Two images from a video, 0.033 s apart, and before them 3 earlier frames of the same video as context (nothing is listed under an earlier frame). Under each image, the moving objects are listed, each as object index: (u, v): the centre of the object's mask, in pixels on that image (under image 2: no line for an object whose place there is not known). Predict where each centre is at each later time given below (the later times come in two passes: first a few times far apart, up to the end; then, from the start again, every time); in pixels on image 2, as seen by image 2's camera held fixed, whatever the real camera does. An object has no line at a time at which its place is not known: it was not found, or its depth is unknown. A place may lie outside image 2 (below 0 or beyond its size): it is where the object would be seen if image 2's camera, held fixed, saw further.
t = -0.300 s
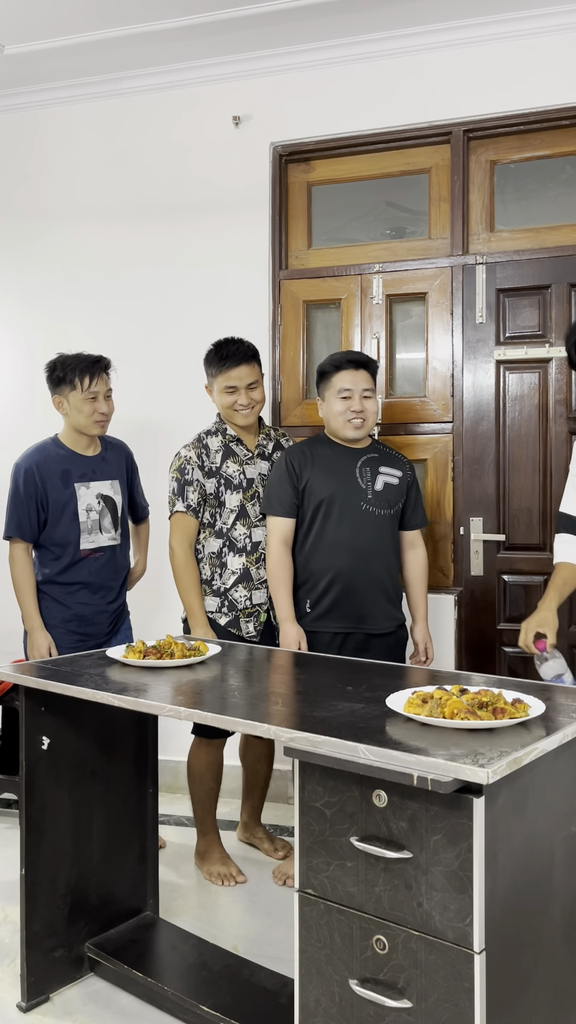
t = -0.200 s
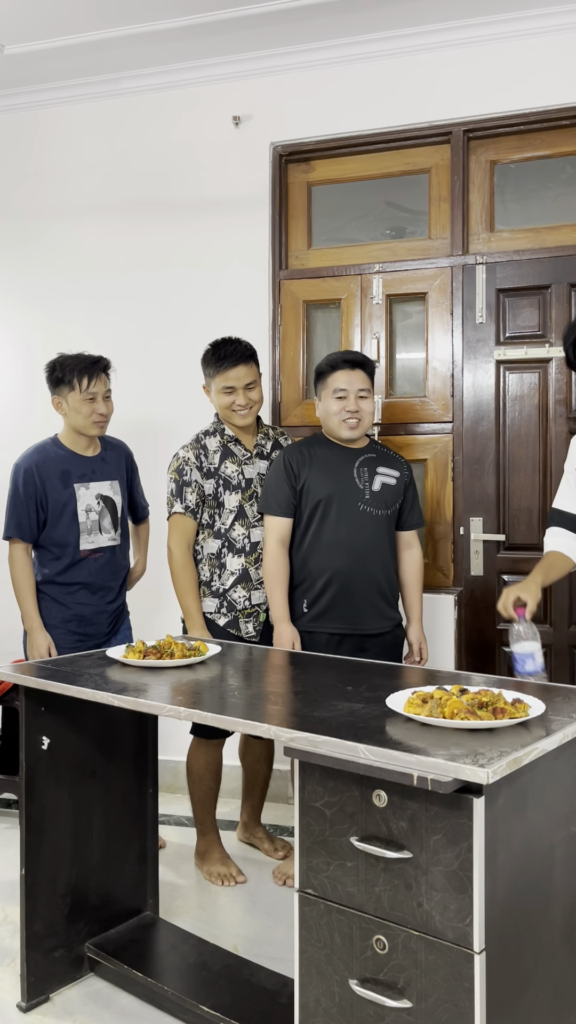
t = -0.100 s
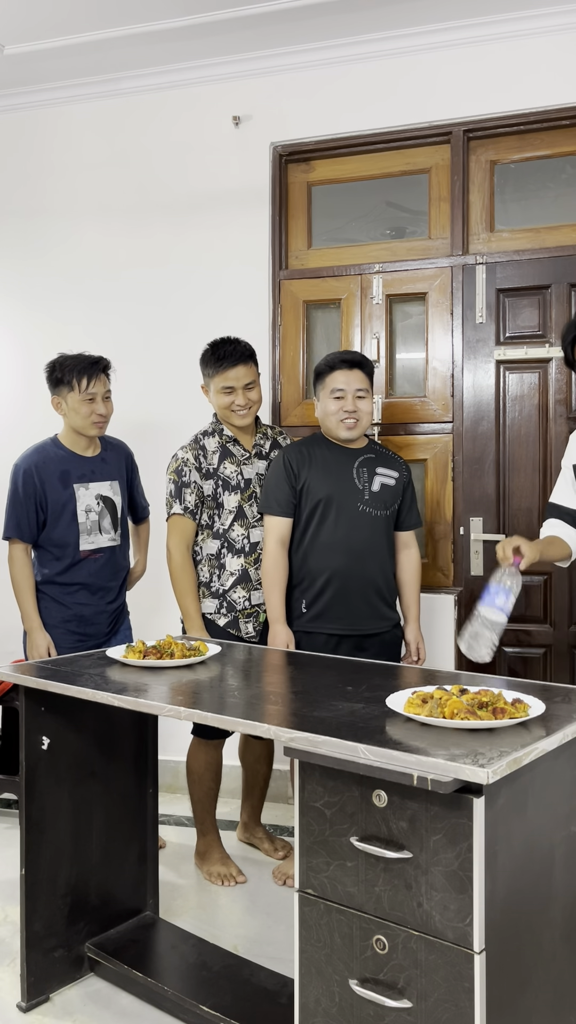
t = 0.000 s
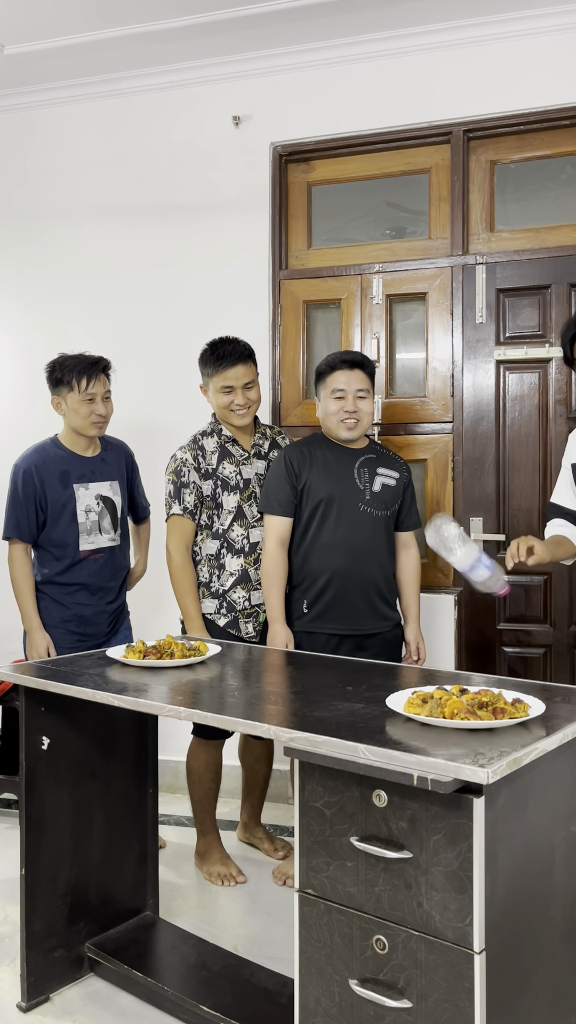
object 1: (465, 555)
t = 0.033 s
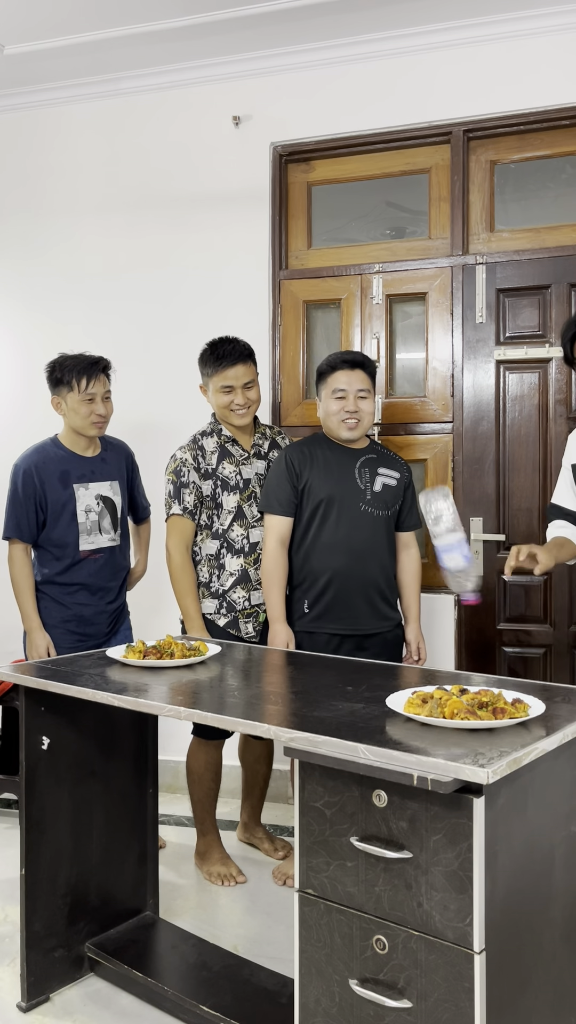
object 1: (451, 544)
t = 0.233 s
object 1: (368, 431)
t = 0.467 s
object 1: (317, 591)
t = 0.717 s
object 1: (281, 676)
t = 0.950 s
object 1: (265, 676)
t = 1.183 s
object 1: (260, 675)
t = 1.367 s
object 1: (255, 674)
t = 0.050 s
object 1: (441, 535)
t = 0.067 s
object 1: (432, 524)
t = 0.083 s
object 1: (420, 515)
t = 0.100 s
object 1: (410, 504)
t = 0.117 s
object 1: (401, 490)
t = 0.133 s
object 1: (392, 478)
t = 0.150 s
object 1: (385, 465)
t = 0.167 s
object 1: (381, 454)
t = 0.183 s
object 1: (377, 444)
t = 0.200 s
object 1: (374, 438)
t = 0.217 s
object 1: (371, 433)
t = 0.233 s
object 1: (368, 431)
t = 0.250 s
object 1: (365, 431)
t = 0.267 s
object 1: (362, 433)
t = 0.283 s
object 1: (359, 437)
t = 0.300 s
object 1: (356, 443)
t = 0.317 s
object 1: (353, 450)
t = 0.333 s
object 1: (349, 461)
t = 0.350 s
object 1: (346, 471)
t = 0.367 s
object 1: (342, 483)
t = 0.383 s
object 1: (338, 498)
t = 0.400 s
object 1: (334, 513)
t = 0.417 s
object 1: (330, 529)
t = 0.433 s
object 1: (326, 548)
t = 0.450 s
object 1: (322, 569)
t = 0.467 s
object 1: (317, 591)
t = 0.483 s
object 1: (312, 616)
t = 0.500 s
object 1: (309, 634)
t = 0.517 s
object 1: (307, 635)
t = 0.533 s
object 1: (305, 637)
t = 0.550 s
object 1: (304, 640)
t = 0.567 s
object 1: (303, 645)
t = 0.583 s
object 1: (300, 651)
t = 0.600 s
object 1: (298, 658)
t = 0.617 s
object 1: (295, 665)
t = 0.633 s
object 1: (292, 674)
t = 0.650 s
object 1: (290, 675)
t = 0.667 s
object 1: (286, 672)
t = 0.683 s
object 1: (284, 672)
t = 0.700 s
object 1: (283, 674)
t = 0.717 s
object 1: (281, 676)
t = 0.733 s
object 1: (279, 676)
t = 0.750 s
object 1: (277, 676)
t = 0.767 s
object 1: (276, 677)
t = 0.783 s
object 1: (274, 677)
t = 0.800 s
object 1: (272, 677)
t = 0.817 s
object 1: (271, 677)
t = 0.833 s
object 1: (270, 677)
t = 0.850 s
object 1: (269, 677)
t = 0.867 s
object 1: (268, 677)
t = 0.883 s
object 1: (267, 677)
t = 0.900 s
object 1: (266, 677)
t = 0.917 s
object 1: (266, 677)
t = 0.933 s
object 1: (266, 676)
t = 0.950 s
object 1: (265, 676)
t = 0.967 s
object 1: (265, 676)
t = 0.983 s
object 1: (265, 676)
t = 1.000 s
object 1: (264, 676)
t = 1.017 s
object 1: (264, 676)
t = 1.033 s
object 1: (263, 676)
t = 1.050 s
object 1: (263, 676)
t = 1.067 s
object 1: (262, 676)
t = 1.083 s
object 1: (262, 676)
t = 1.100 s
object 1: (261, 676)
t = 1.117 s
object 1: (261, 675)
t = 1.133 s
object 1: (261, 675)
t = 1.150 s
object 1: (260, 675)
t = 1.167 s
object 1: (260, 675)
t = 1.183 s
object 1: (260, 675)
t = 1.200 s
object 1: (260, 675)
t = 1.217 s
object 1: (260, 675)
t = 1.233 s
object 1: (259, 675)
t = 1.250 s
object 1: (259, 675)
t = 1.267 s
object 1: (258, 675)
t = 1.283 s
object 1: (258, 675)
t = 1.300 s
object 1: (258, 675)
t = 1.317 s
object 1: (257, 675)
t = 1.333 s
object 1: (256, 675)
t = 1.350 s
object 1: (255, 675)
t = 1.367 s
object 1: (255, 674)
